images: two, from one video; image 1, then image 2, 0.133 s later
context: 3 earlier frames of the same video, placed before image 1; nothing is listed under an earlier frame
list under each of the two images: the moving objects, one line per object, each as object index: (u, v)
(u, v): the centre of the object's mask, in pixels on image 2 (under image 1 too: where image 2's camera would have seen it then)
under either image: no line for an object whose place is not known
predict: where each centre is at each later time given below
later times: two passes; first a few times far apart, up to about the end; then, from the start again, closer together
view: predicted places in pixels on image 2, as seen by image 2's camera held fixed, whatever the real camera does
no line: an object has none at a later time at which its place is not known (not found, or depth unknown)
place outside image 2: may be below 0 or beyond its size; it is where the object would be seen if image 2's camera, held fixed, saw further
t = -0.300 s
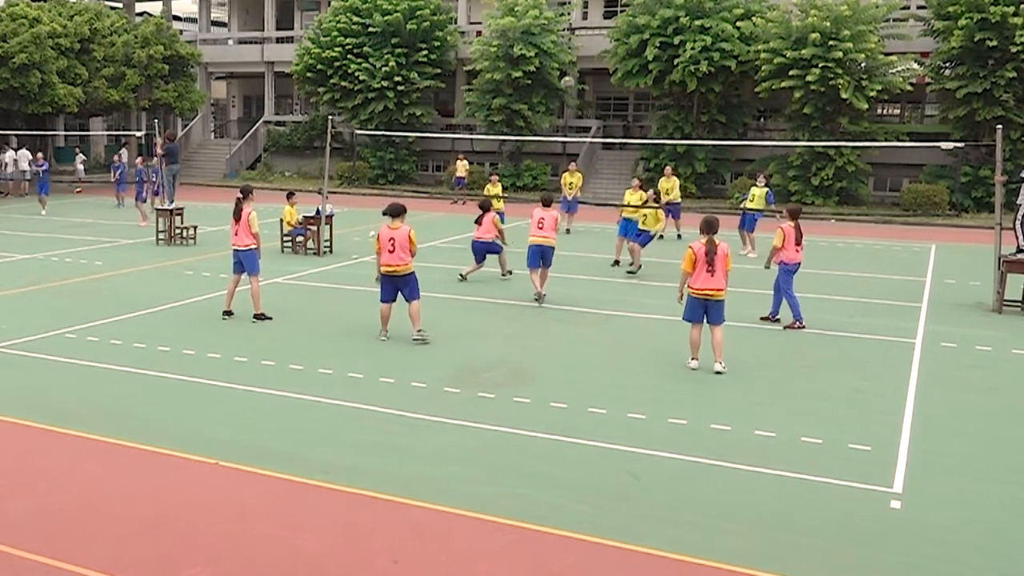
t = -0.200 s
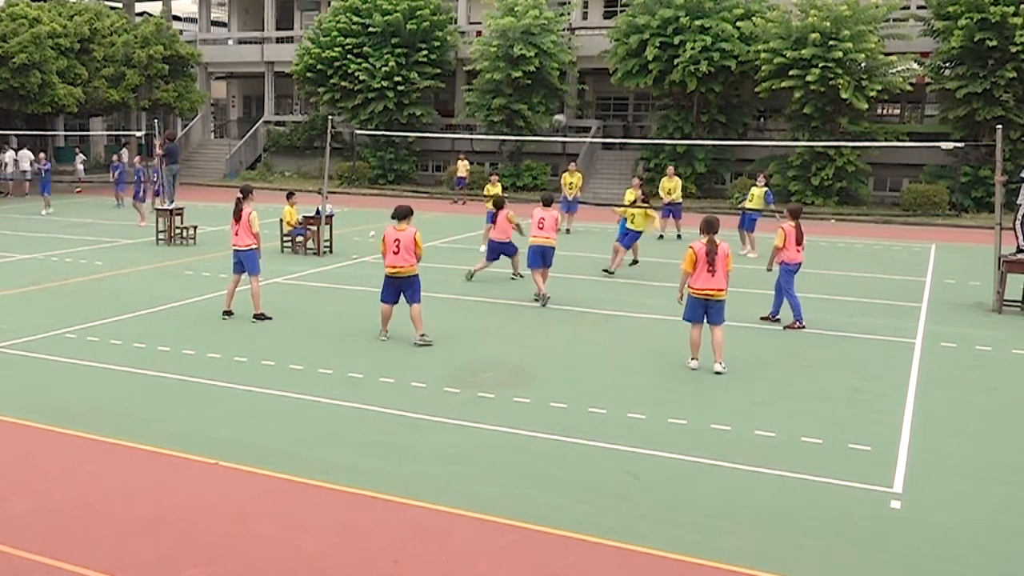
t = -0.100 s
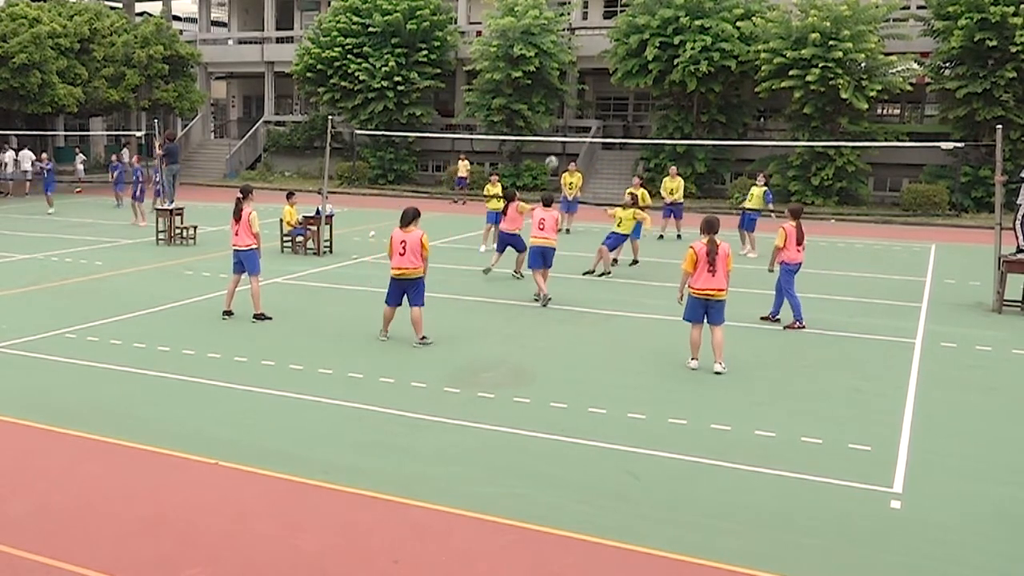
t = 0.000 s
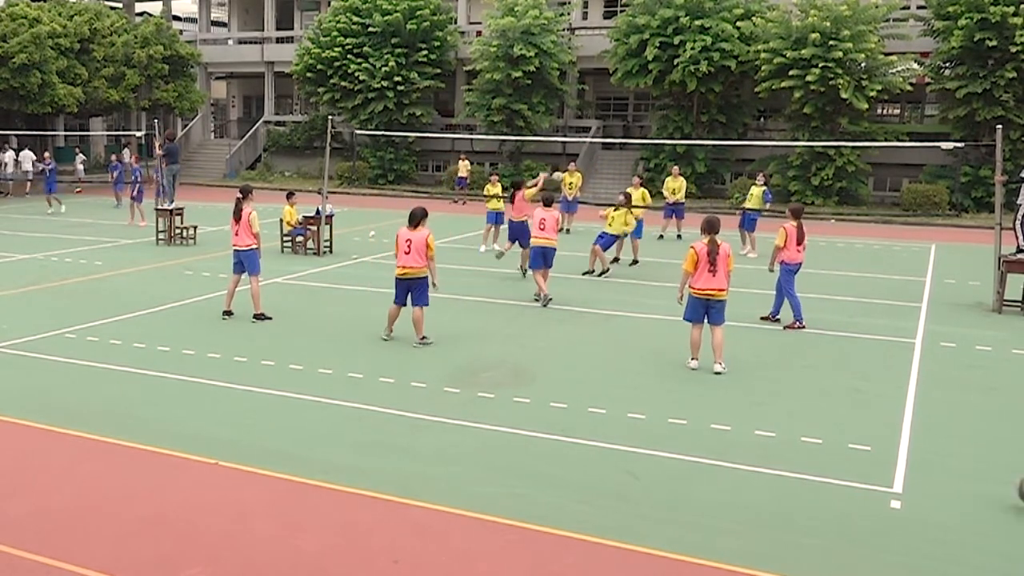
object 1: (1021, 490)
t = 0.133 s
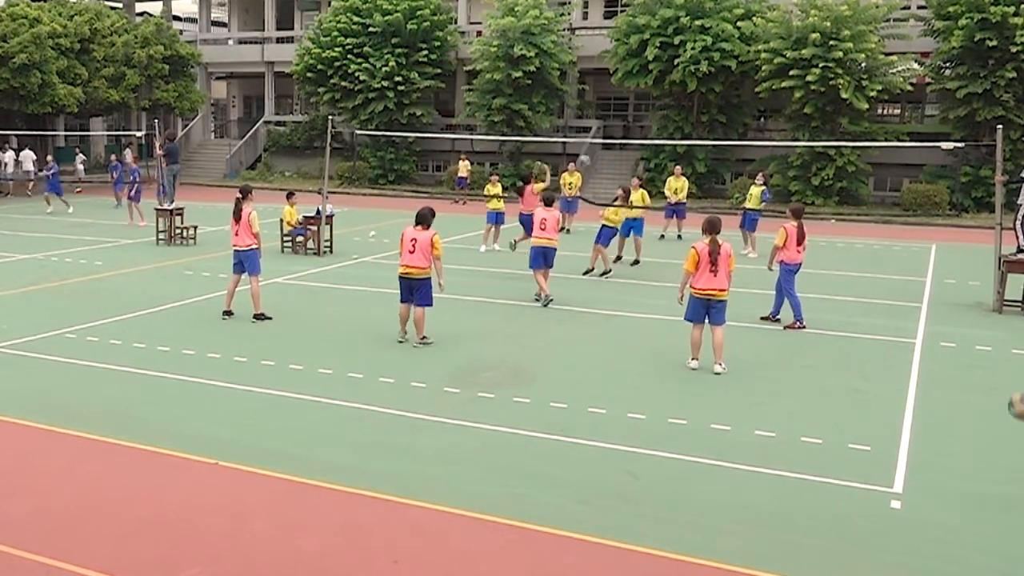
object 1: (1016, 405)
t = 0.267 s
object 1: (1011, 348)
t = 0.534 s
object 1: (984, 309)
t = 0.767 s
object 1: (951, 350)
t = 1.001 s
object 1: (917, 422)
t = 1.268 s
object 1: (894, 331)
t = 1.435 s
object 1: (876, 319)
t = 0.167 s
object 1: (1015, 390)
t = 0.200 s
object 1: (1014, 373)
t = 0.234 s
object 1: (1013, 360)
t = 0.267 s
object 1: (1011, 348)
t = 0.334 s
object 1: (1007, 329)
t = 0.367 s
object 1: (1004, 322)
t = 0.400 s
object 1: (1000, 317)
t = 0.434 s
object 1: (996, 312)
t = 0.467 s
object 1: (992, 310)
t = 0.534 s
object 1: (984, 309)
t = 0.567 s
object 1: (979, 311)
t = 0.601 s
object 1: (975, 314)
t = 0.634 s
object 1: (970, 319)
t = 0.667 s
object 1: (966, 325)
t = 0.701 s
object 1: (960, 333)
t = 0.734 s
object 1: (956, 341)
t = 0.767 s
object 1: (951, 350)
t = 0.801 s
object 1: (946, 361)
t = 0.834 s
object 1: (941, 373)
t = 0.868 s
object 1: (936, 386)
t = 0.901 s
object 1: (931, 400)
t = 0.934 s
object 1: (926, 415)
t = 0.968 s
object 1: (920, 433)
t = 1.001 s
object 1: (917, 422)
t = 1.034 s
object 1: (915, 405)
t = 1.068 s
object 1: (912, 391)
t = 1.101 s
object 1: (909, 378)
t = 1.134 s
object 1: (907, 365)
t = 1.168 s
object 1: (904, 354)
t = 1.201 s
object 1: (900, 346)
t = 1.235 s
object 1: (898, 339)
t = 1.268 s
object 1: (894, 331)
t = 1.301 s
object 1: (890, 326)
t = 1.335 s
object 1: (888, 322)
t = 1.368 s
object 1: (884, 320)
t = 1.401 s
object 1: (881, 319)
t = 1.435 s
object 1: (876, 319)
